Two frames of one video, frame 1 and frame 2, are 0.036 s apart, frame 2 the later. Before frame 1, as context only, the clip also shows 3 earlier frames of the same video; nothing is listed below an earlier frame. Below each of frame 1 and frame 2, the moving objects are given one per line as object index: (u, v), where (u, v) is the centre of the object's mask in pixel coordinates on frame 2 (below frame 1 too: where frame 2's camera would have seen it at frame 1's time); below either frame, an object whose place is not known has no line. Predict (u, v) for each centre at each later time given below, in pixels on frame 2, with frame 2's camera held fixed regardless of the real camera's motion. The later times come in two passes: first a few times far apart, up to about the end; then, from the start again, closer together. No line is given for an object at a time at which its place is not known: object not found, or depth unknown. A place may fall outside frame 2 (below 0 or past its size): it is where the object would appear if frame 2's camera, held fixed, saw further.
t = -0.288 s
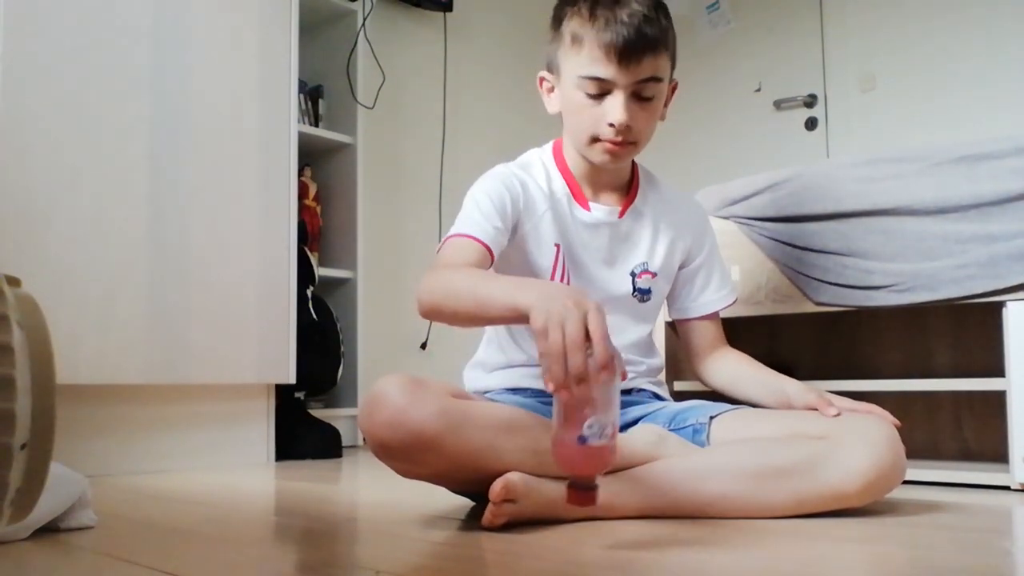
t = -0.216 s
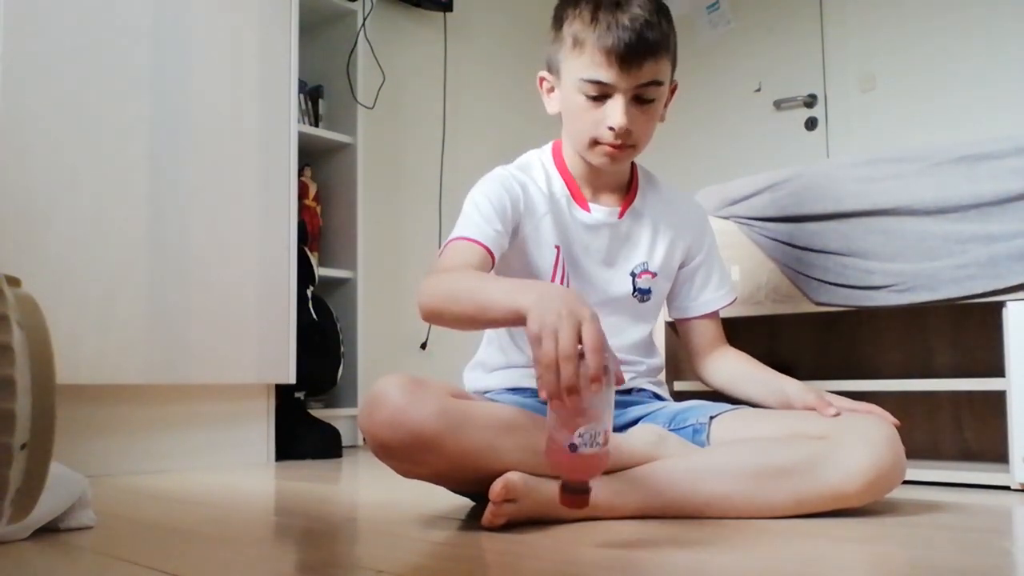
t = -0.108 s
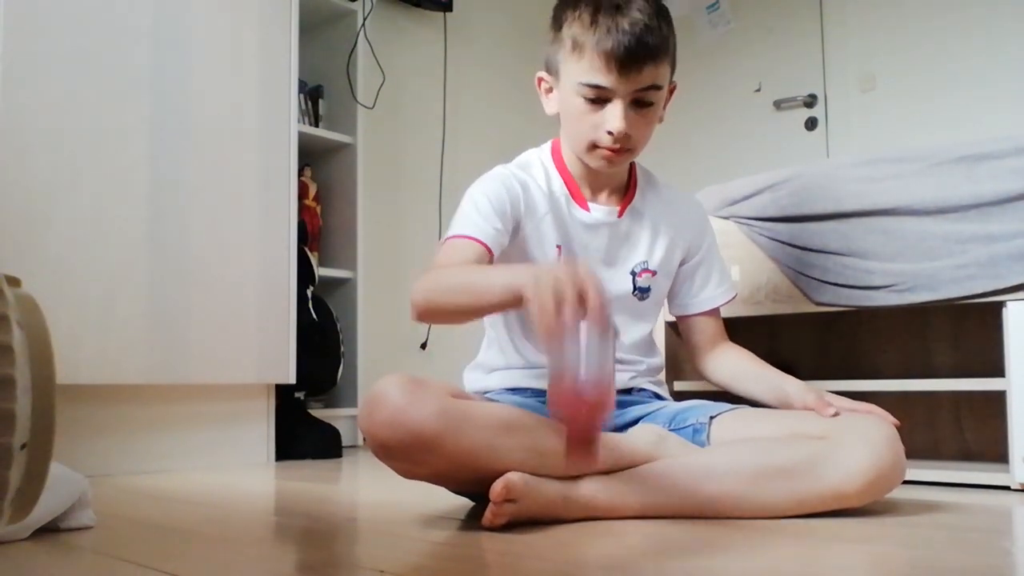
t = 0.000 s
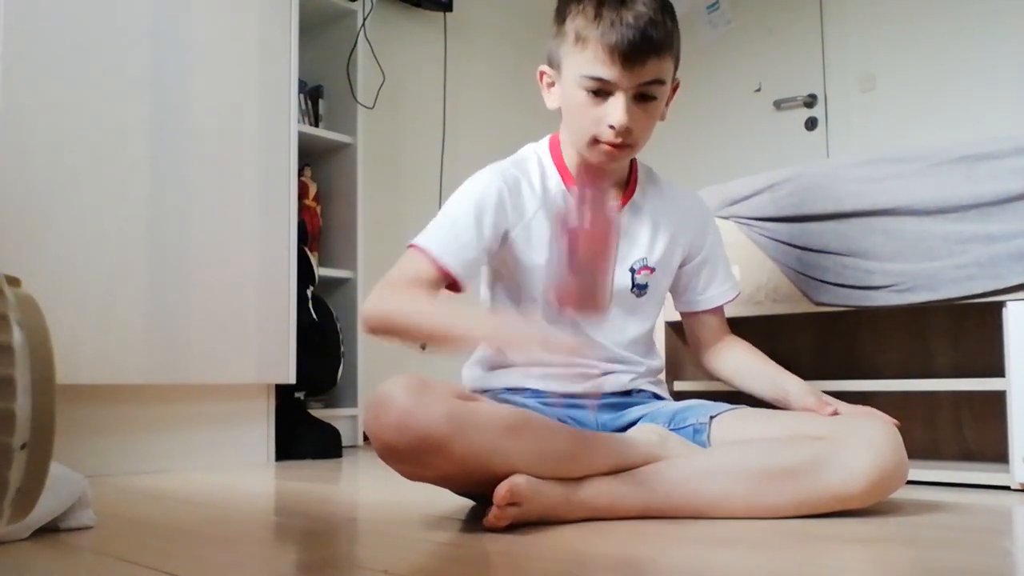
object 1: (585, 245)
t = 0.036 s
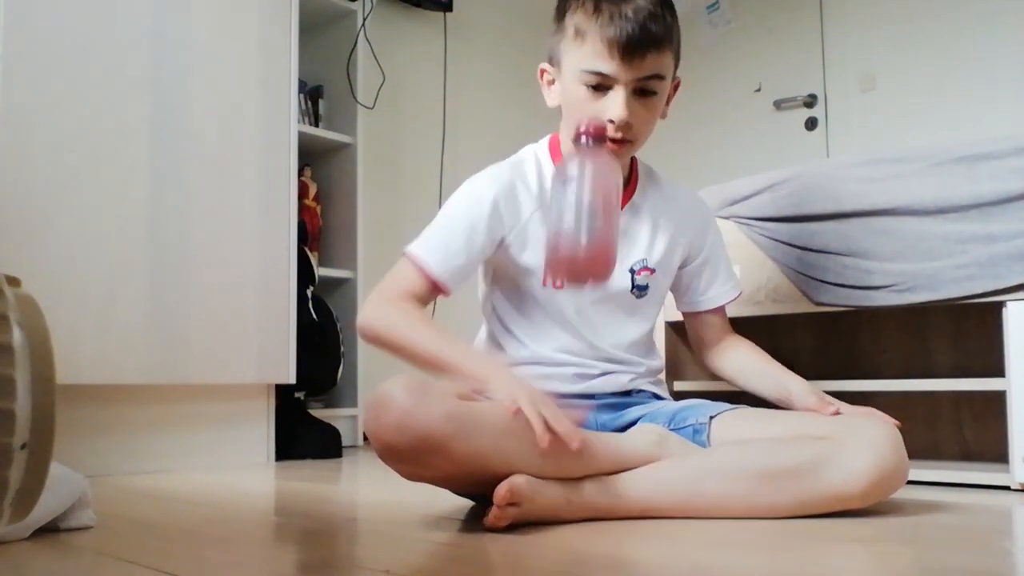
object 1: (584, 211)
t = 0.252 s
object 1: (598, 460)
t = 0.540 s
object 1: (641, 552)
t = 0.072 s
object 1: (590, 196)
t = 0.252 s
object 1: (598, 460)
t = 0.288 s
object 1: (603, 476)
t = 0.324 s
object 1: (609, 480)
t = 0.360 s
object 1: (616, 493)
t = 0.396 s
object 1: (624, 521)
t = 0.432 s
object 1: (628, 546)
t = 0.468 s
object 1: (641, 548)
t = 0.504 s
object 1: (641, 549)
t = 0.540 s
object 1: (641, 552)
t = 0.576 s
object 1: (638, 552)
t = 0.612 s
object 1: (638, 552)
